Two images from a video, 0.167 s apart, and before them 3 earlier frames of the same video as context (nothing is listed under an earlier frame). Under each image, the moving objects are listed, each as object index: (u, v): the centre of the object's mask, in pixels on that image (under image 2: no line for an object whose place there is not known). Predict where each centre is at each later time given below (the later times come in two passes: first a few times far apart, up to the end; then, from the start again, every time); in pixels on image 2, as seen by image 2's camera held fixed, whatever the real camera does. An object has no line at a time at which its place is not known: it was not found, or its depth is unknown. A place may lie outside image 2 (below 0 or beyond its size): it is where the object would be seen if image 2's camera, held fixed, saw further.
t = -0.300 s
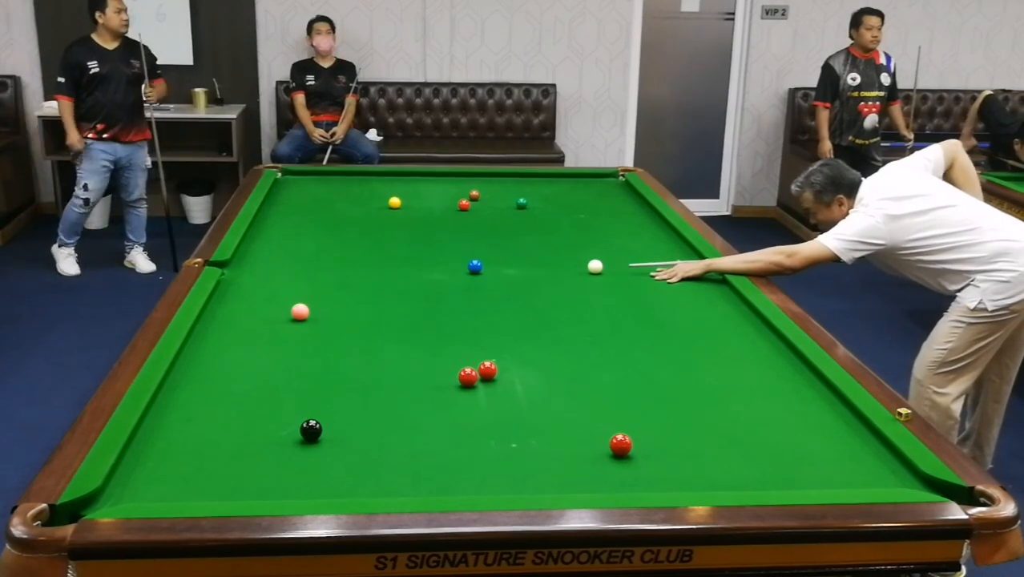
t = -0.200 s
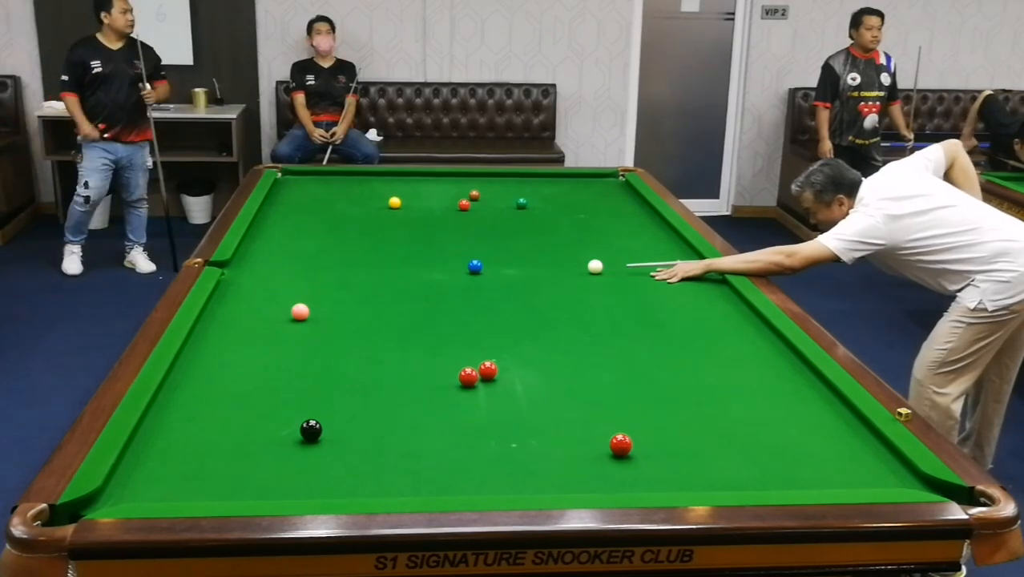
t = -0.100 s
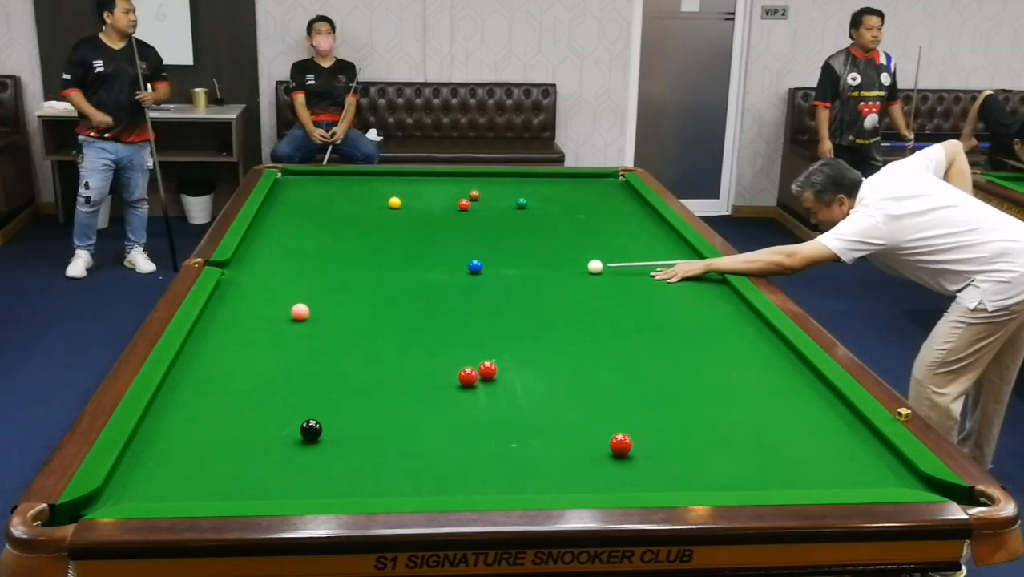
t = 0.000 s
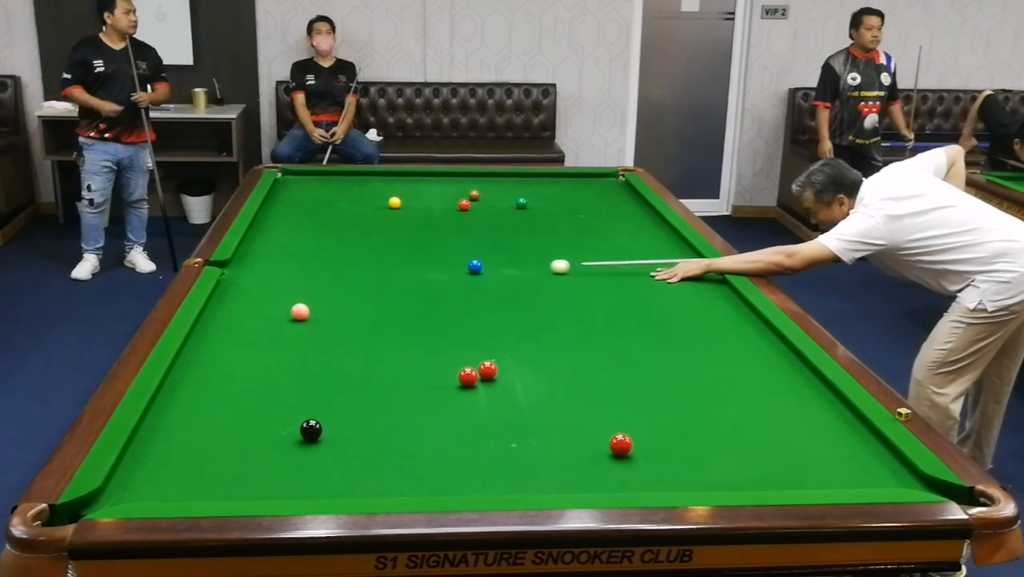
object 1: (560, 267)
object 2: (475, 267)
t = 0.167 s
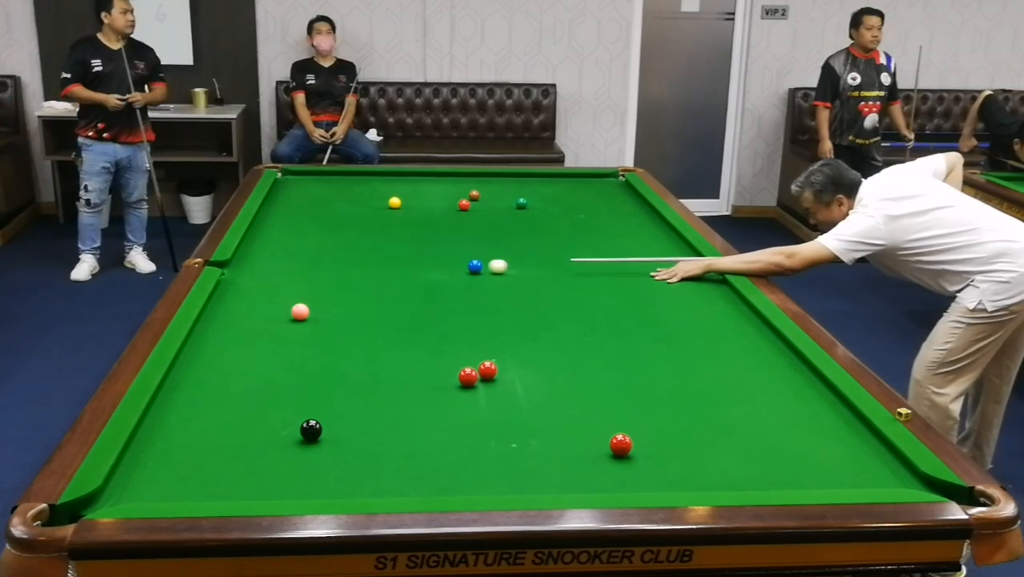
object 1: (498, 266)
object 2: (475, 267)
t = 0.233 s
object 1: (488, 267)
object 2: (461, 267)
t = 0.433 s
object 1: (473, 267)
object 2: (410, 266)
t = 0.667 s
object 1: (454, 267)
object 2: (357, 266)
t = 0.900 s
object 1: (436, 267)
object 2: (304, 266)
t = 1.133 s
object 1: (419, 267)
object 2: (252, 265)
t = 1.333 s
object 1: (406, 267)
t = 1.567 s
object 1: (392, 267)
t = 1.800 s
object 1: (379, 267)
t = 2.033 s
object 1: (367, 267)
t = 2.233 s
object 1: (357, 268)
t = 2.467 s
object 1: (348, 268)
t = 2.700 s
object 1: (340, 268)
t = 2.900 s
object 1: (333, 268)
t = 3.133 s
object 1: (328, 268)
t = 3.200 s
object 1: (326, 268)
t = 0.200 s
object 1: (489, 267)
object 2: (472, 267)
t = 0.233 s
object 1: (488, 267)
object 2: (461, 267)
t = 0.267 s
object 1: (487, 267)
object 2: (451, 267)
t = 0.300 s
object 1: (484, 267)
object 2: (442, 266)
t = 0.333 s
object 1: (482, 267)
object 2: (434, 267)
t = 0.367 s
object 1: (479, 267)
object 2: (426, 267)
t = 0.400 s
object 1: (476, 267)
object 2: (418, 267)
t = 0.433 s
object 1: (473, 267)
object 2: (410, 266)
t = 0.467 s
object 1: (470, 267)
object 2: (402, 267)
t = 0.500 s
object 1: (467, 267)
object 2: (395, 266)
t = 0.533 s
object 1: (465, 267)
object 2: (387, 266)
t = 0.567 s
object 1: (462, 267)
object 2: (379, 266)
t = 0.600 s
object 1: (459, 267)
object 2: (372, 266)
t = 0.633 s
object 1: (457, 267)
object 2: (364, 266)
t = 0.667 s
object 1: (454, 267)
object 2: (357, 266)
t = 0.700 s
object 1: (451, 267)
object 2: (349, 266)
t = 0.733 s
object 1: (449, 267)
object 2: (341, 266)
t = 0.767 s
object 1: (446, 267)
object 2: (334, 266)
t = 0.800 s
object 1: (444, 267)
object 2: (326, 266)
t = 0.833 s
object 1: (441, 267)
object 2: (319, 266)
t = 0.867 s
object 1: (438, 267)
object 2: (311, 266)
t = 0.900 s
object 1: (436, 267)
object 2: (304, 266)
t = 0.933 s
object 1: (434, 267)
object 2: (296, 266)
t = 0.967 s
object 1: (431, 267)
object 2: (288, 265)
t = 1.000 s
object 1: (429, 267)
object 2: (281, 265)
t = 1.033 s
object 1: (426, 267)
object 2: (274, 265)
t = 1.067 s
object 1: (424, 267)
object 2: (267, 265)
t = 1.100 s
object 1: (422, 267)
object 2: (259, 265)
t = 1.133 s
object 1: (419, 267)
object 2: (252, 265)
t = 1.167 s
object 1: (417, 267)
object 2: (245, 265)
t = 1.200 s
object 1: (415, 267)
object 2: (237, 265)
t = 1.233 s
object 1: (413, 267)
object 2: (230, 265)
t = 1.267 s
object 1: (410, 267)
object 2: (224, 265)
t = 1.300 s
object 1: (408, 267)
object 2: (220, 266)
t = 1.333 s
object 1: (406, 267)
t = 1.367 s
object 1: (404, 267)
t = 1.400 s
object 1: (402, 267)
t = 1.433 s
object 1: (400, 267)
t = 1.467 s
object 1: (398, 267)
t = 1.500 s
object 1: (396, 267)
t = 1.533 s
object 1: (394, 267)
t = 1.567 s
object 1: (392, 267)
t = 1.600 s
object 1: (390, 267)
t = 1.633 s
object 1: (388, 267)
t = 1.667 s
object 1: (386, 267)
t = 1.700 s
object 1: (384, 267)
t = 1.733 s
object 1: (382, 267)
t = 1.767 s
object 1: (381, 267)
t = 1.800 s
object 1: (379, 267)
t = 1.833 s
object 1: (377, 267)
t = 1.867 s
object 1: (375, 267)
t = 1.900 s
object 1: (373, 267)
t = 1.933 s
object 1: (372, 267)
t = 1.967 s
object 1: (370, 267)
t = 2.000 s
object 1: (368, 267)
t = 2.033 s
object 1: (367, 267)
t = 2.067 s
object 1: (365, 267)
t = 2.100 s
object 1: (363, 268)
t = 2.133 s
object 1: (362, 267)
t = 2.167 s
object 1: (360, 268)
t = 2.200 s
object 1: (359, 268)
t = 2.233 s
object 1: (357, 268)
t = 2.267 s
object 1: (356, 268)
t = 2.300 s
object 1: (355, 268)
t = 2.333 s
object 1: (353, 268)
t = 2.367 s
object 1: (352, 268)
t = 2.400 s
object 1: (350, 268)
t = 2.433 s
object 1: (349, 268)
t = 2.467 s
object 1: (348, 268)
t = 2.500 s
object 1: (347, 268)
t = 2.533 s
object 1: (345, 268)
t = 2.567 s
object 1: (344, 268)
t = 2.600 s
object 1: (343, 268)
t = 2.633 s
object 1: (342, 268)
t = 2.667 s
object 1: (341, 268)
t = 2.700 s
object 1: (340, 268)
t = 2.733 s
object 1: (338, 268)
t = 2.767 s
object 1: (337, 268)
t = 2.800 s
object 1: (336, 268)
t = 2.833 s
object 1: (335, 268)
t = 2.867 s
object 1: (334, 268)
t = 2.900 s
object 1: (333, 268)
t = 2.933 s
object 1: (333, 268)
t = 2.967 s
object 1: (332, 268)
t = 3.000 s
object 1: (331, 268)
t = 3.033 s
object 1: (330, 268)
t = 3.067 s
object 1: (329, 268)
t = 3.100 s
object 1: (328, 268)
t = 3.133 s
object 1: (328, 268)
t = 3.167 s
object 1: (327, 268)
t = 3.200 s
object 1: (326, 268)
